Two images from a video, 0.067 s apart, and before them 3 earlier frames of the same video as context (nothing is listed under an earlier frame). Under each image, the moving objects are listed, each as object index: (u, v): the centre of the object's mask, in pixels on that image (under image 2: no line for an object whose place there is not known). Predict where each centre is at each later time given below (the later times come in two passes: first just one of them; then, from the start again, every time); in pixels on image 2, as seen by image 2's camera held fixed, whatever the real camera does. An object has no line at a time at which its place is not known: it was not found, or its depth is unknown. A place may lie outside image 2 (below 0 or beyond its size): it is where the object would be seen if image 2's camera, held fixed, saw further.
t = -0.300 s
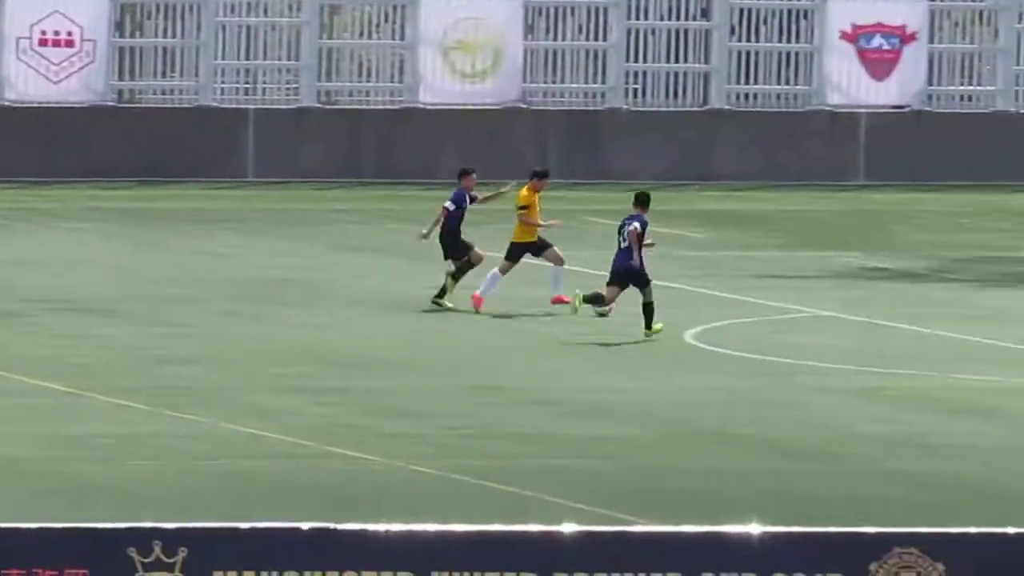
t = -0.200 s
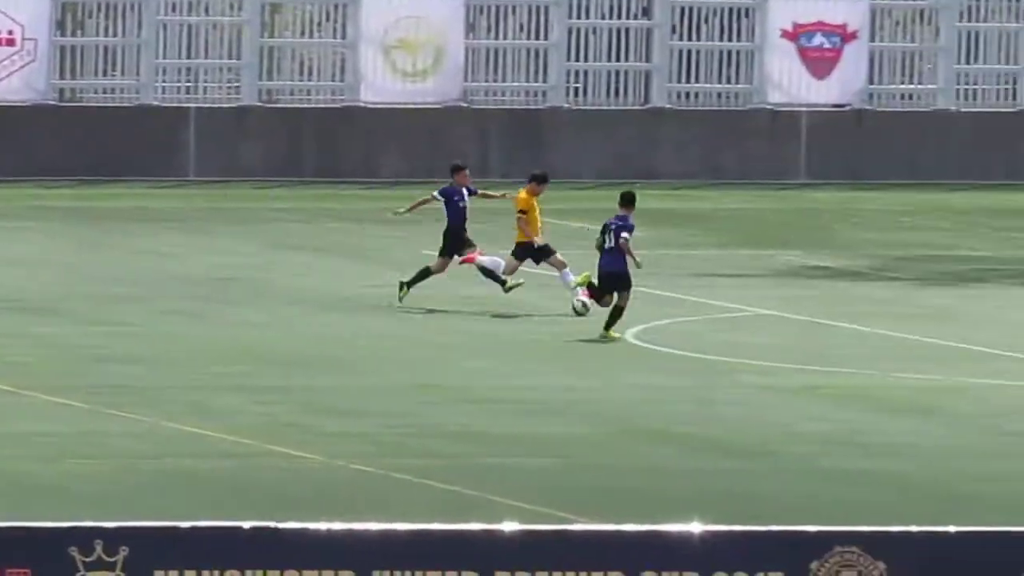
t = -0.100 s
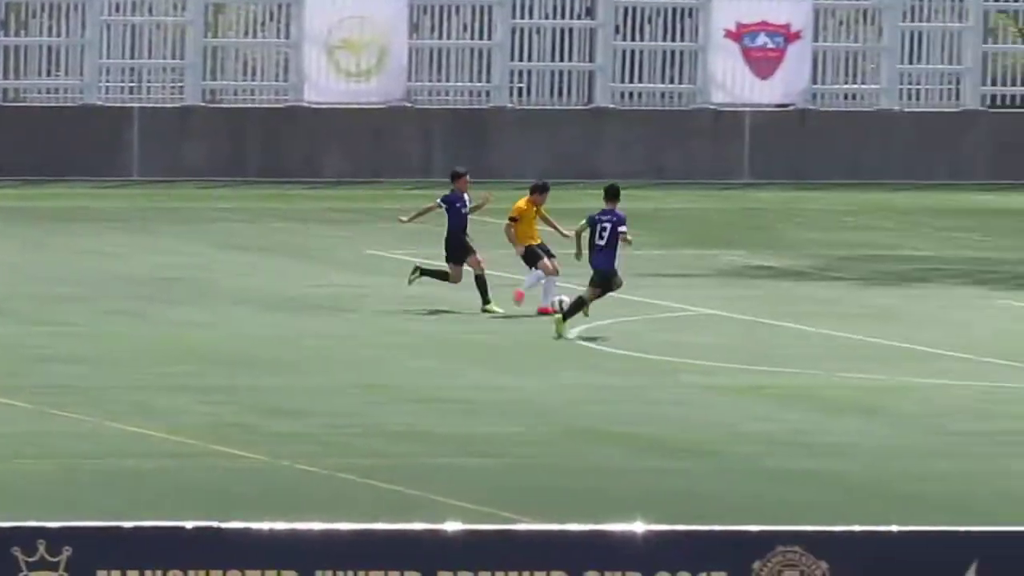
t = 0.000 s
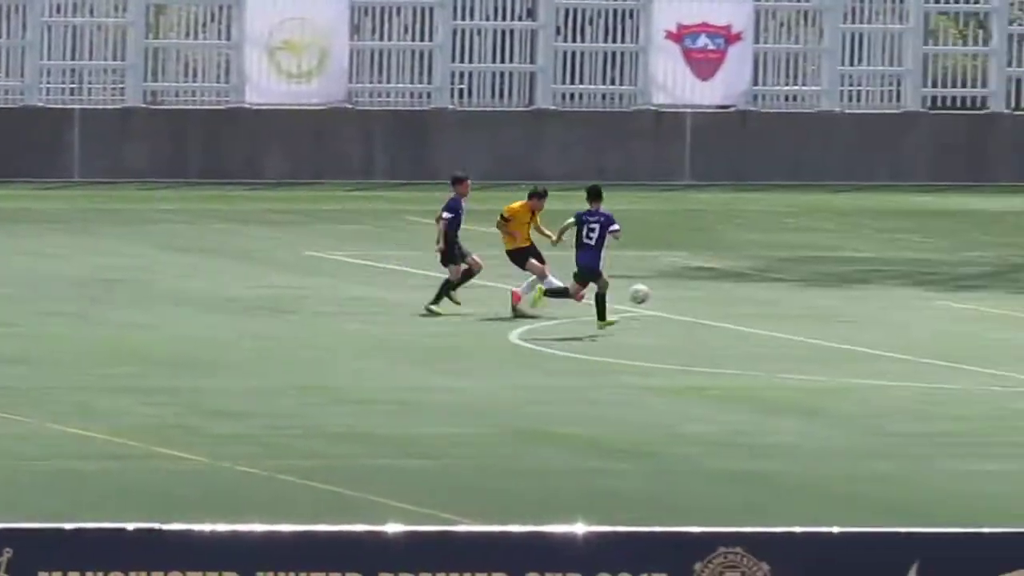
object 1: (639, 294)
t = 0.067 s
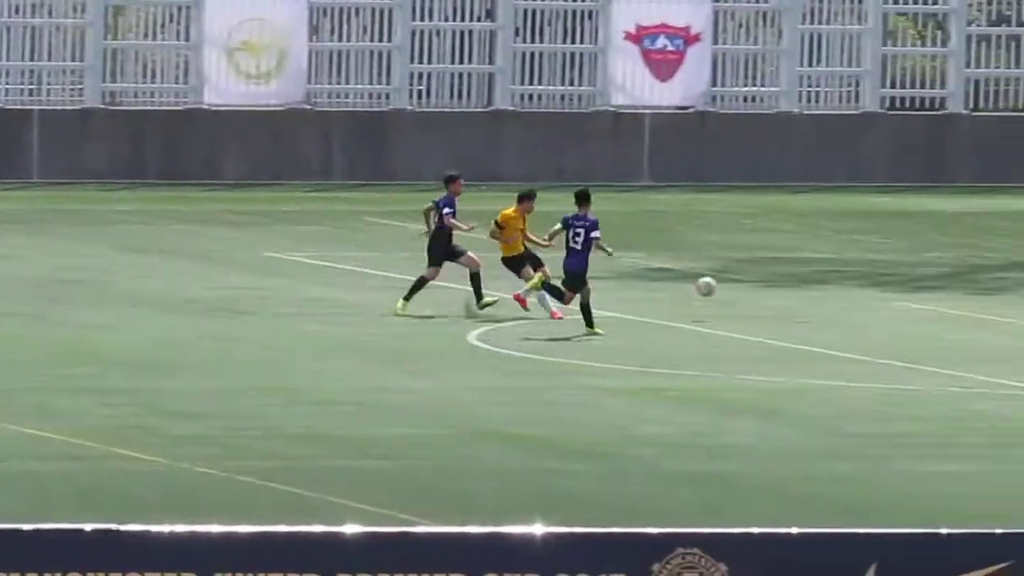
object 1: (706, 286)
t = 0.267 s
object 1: (1011, 294)
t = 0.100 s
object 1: (760, 284)
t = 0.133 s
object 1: (812, 283)
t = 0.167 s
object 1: (863, 285)
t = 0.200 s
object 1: (914, 287)
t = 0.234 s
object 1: (963, 289)
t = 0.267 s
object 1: (1011, 294)
